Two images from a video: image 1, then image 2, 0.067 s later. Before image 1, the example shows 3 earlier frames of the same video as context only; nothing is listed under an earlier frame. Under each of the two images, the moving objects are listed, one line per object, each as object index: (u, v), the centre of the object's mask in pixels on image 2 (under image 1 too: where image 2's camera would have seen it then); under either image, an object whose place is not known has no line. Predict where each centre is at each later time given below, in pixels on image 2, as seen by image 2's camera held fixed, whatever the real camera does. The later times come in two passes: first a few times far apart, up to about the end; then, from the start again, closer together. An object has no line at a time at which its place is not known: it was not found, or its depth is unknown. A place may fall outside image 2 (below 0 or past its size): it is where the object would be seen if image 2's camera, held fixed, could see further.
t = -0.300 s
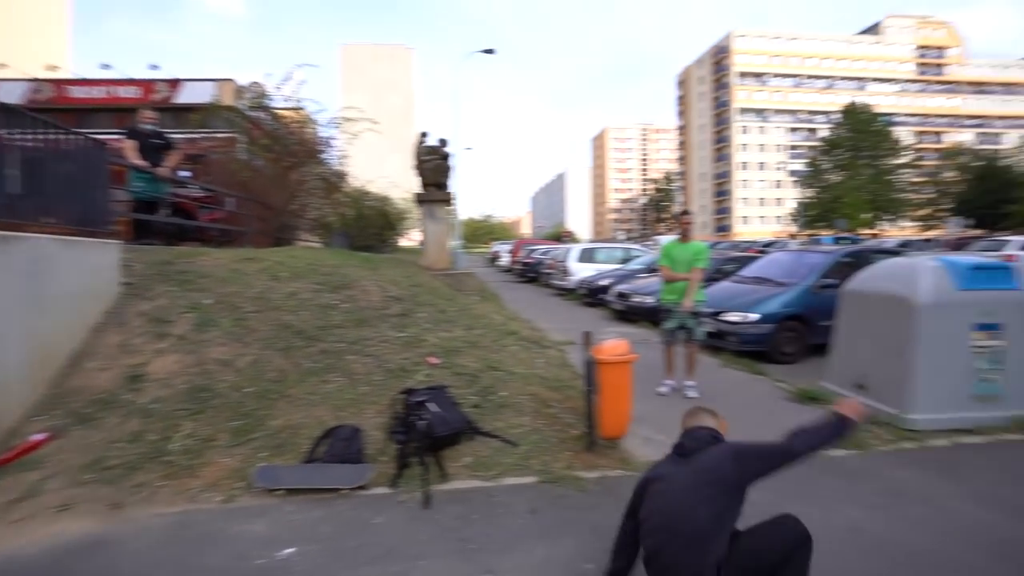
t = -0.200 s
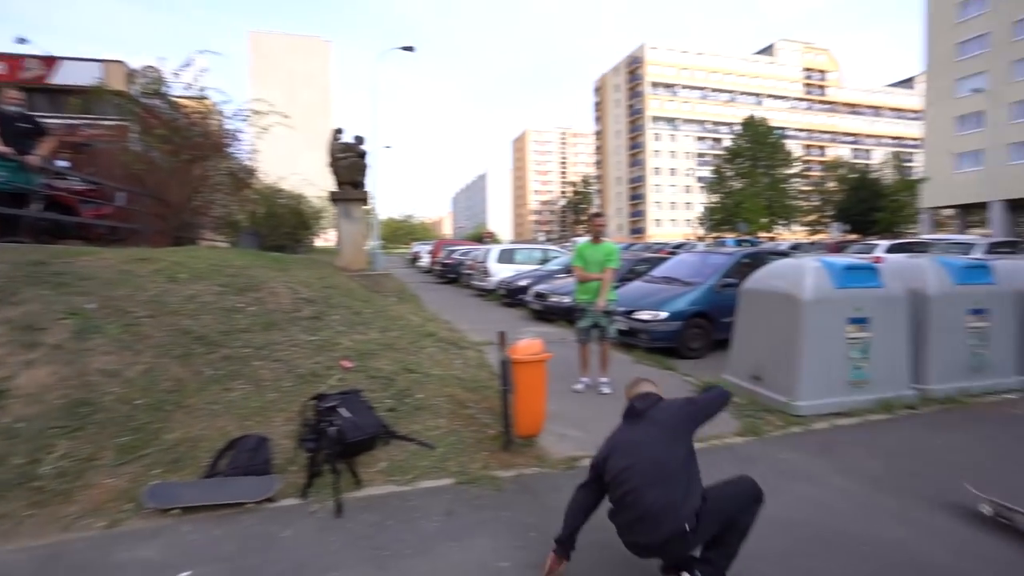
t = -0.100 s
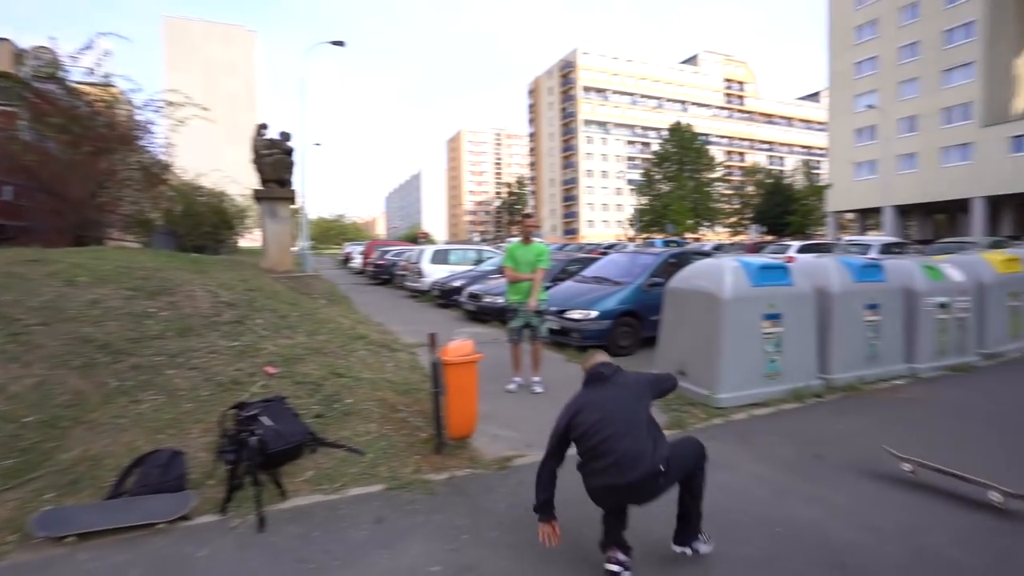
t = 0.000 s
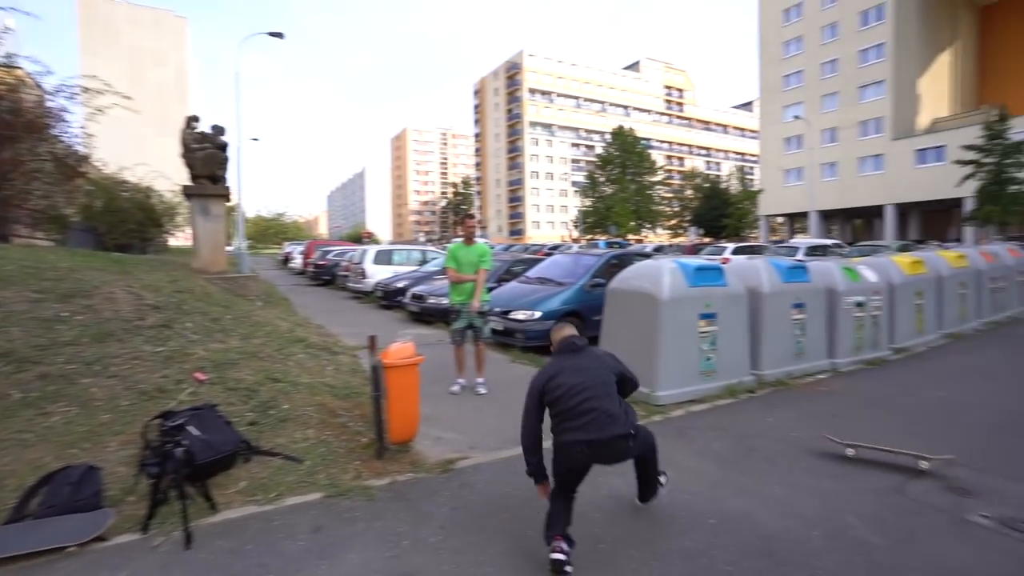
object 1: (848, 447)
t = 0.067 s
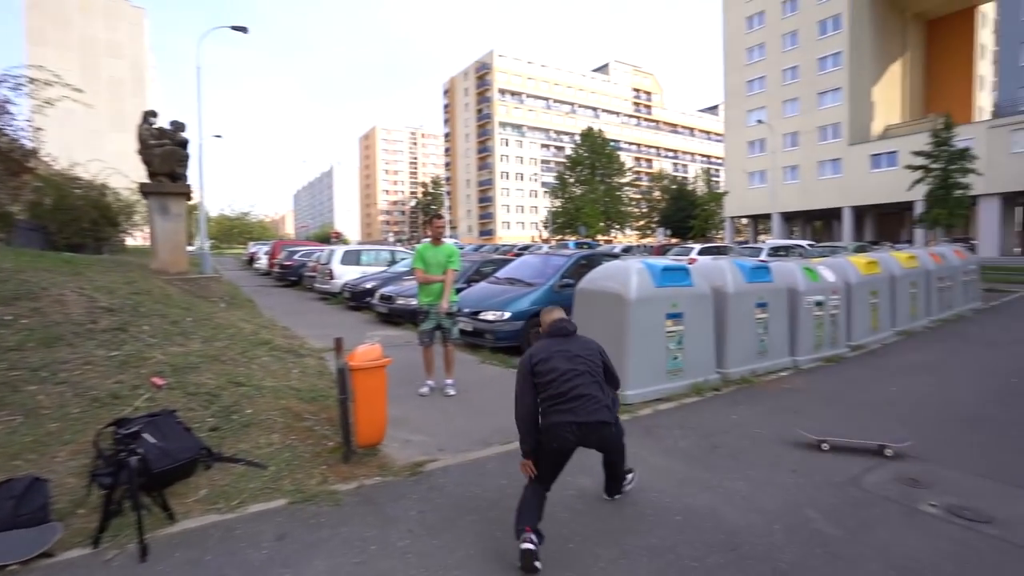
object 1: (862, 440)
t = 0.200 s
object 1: (872, 428)
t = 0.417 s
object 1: (910, 418)
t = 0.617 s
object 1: (941, 409)
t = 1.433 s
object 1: (1034, 385)
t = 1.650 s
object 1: (1050, 379)
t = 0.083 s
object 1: (858, 439)
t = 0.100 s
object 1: (861, 438)
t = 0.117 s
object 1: (862, 435)
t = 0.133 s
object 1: (865, 434)
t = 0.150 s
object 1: (866, 431)
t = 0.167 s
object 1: (869, 430)
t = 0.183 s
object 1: (870, 429)
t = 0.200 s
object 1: (872, 428)
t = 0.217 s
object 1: (876, 427)
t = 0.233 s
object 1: (877, 427)
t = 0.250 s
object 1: (880, 425)
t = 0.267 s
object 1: (882, 424)
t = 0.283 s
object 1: (884, 424)
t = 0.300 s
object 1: (887, 423)
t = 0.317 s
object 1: (891, 422)
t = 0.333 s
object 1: (893, 422)
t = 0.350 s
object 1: (896, 421)
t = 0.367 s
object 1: (900, 420)
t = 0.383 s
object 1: (902, 420)
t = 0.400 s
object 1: (906, 419)
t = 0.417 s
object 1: (910, 418)
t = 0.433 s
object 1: (911, 417)
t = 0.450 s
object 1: (915, 417)
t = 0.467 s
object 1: (918, 416)
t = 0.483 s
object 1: (920, 416)
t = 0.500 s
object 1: (923, 414)
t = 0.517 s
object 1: (926, 413)
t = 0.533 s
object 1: (927, 413)
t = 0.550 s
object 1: (930, 412)
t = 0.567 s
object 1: (934, 411)
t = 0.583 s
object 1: (935, 411)
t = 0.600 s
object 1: (938, 410)
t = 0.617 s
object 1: (941, 409)
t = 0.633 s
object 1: (942, 408)
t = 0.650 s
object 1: (945, 408)
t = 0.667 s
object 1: (948, 407)
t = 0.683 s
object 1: (950, 407)
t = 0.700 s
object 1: (952, 406)
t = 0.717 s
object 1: (955, 406)
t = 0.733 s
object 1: (957, 405)
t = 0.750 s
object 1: (960, 404)
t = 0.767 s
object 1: (963, 404)
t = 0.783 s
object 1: (964, 404)
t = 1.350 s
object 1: (1026, 386)
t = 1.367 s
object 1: (1028, 386)
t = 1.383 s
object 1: (1029, 386)
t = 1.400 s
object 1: (1030, 386)
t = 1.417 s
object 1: (1034, 384)
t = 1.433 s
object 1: (1034, 385)
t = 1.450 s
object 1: (1035, 384)
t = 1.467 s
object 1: (1037, 384)
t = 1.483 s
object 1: (1036, 383)
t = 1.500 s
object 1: (1036, 381)
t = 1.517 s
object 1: (1040, 382)
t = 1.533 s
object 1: (1041, 380)
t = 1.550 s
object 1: (1043, 381)
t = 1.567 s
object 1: (1045, 381)
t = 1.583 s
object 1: (1045, 380)
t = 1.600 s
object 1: (1047, 380)
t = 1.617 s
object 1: (1048, 380)
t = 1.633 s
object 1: (1049, 379)
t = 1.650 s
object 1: (1050, 379)
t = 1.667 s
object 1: (1052, 379)
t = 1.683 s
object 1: (1052, 378)
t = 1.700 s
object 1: (1055, 378)
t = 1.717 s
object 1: (1057, 377)
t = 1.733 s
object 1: (1056, 378)
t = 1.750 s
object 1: (1058, 377)
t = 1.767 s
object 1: (1060, 376)
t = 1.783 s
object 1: (1060, 376)
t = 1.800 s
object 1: (1062, 376)
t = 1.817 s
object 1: (1063, 376)
